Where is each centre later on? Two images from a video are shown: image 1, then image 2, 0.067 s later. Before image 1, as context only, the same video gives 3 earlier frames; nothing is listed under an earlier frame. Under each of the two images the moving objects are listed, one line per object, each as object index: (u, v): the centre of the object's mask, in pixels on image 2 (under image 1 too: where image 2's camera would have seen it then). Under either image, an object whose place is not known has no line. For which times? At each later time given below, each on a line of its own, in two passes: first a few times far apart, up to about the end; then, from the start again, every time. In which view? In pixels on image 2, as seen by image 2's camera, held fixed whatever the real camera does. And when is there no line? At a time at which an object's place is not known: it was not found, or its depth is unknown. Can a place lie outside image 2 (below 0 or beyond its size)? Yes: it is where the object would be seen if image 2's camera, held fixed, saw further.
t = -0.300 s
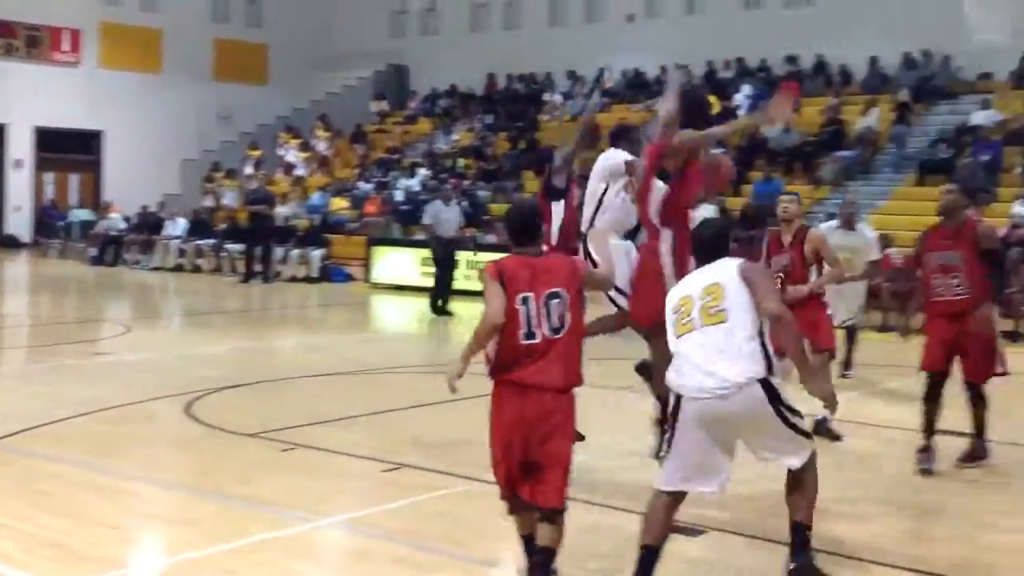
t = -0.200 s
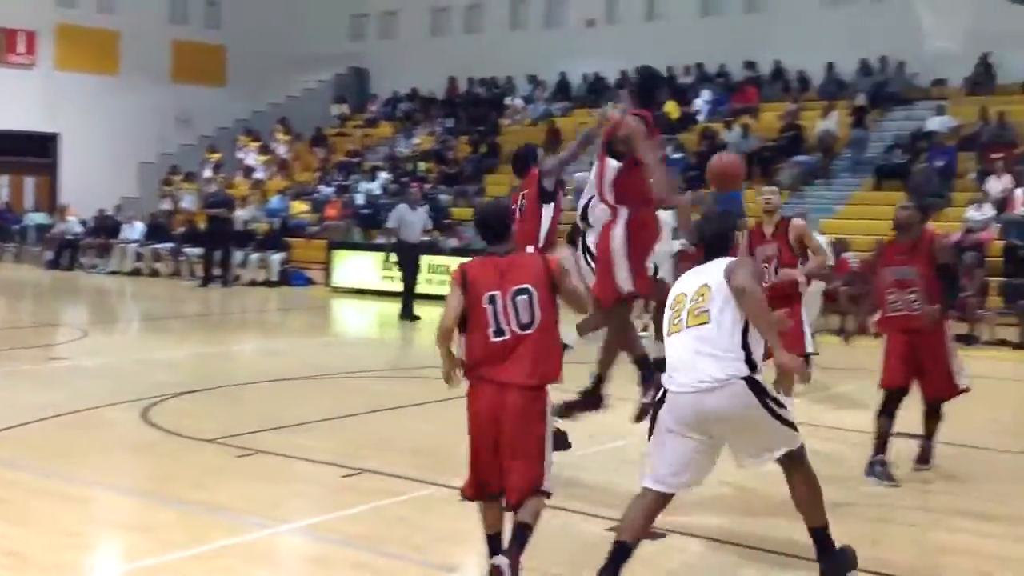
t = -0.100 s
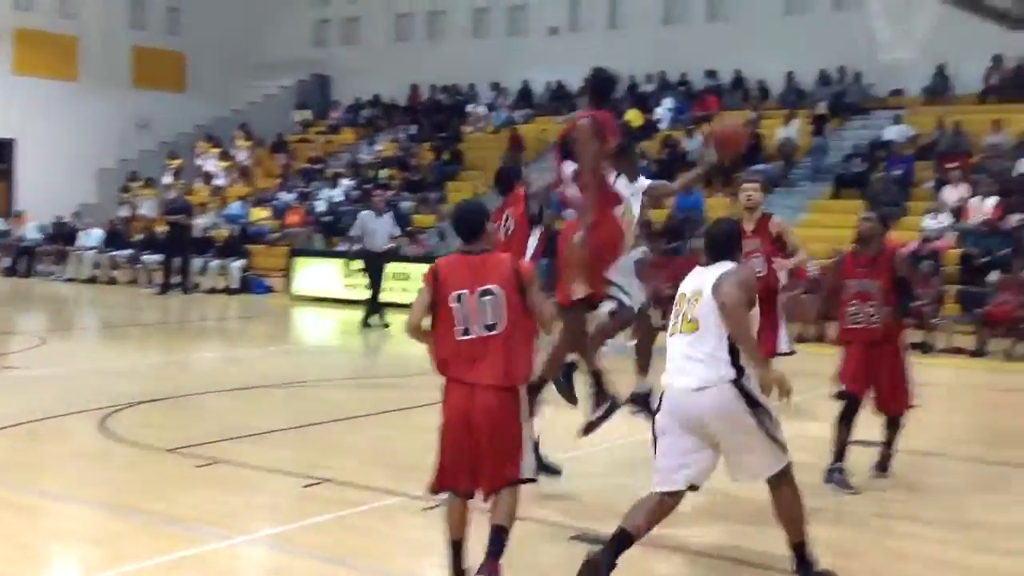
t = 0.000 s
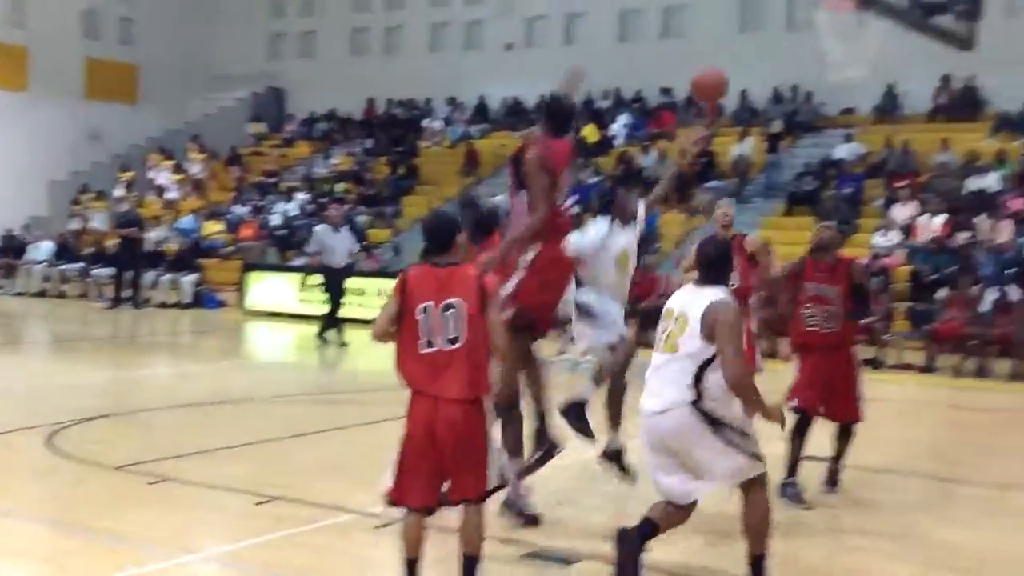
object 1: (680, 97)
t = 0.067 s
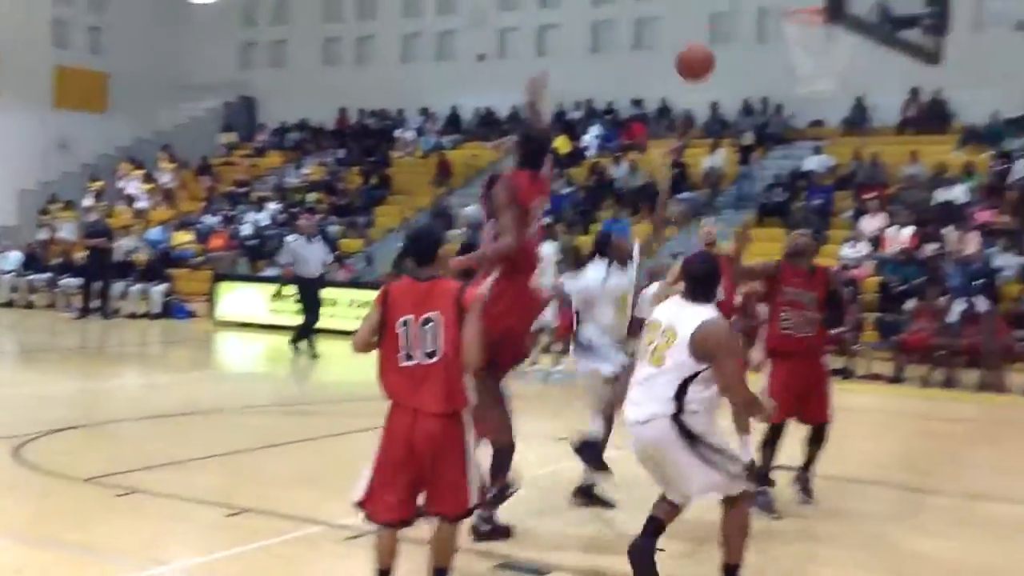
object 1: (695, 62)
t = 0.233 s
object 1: (733, -1)
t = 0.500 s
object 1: (771, -10)
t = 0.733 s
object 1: (777, -8)
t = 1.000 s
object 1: (780, -11)
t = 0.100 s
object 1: (702, 47)
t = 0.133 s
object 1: (710, 33)
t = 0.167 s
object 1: (718, 20)
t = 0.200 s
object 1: (725, 9)
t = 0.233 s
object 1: (733, -1)
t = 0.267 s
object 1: (739, -10)
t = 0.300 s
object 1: (744, -15)
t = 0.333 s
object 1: (750, -19)
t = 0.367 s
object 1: (754, -20)
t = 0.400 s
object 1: (760, -20)
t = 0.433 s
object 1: (764, -17)
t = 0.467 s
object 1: (769, -10)
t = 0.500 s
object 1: (771, -10)
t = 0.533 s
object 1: (772, -14)
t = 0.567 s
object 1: (773, -15)
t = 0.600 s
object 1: (775, -17)
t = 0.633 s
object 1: (775, -16)
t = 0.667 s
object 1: (775, -14)
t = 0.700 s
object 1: (776, -9)
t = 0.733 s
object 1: (777, -8)
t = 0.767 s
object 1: (778, -10)
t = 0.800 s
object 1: (780, -11)
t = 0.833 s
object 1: (780, -13)
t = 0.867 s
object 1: (782, -10)
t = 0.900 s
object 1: (782, -8)
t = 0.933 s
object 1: (781, -9)
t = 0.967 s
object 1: (780, -11)
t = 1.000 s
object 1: (780, -11)
